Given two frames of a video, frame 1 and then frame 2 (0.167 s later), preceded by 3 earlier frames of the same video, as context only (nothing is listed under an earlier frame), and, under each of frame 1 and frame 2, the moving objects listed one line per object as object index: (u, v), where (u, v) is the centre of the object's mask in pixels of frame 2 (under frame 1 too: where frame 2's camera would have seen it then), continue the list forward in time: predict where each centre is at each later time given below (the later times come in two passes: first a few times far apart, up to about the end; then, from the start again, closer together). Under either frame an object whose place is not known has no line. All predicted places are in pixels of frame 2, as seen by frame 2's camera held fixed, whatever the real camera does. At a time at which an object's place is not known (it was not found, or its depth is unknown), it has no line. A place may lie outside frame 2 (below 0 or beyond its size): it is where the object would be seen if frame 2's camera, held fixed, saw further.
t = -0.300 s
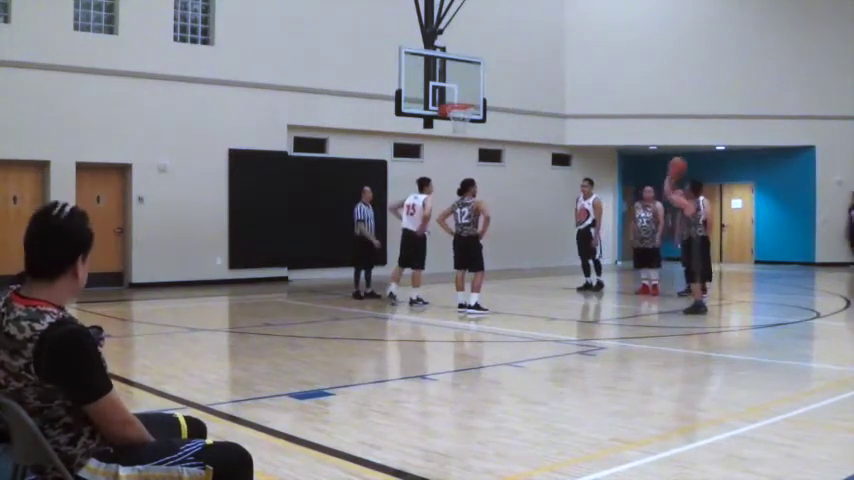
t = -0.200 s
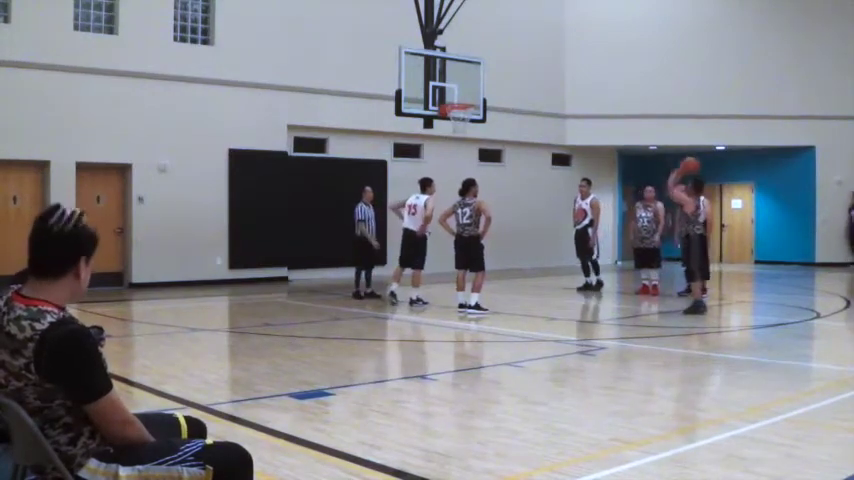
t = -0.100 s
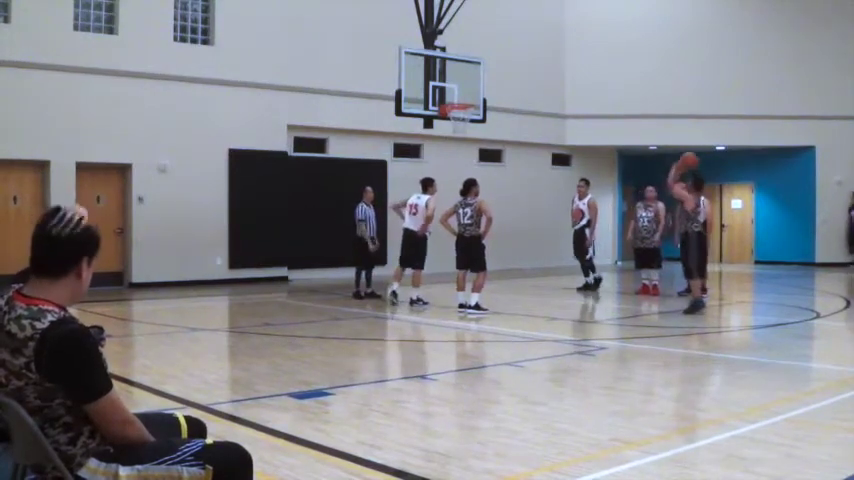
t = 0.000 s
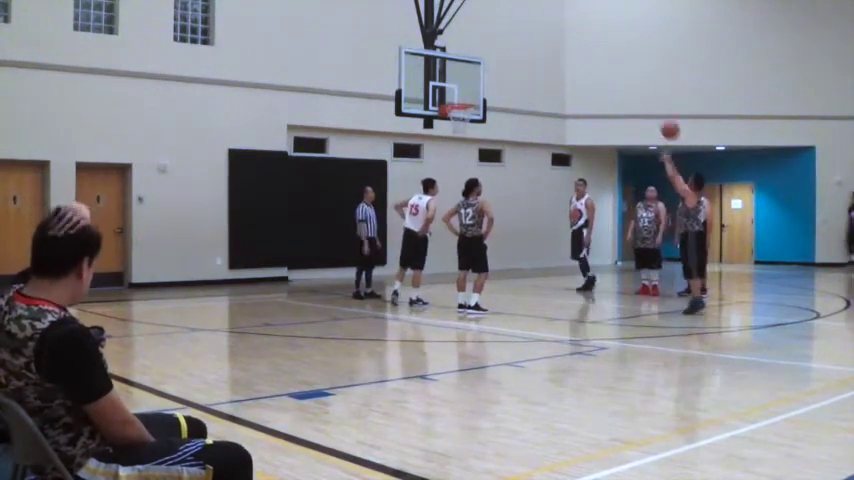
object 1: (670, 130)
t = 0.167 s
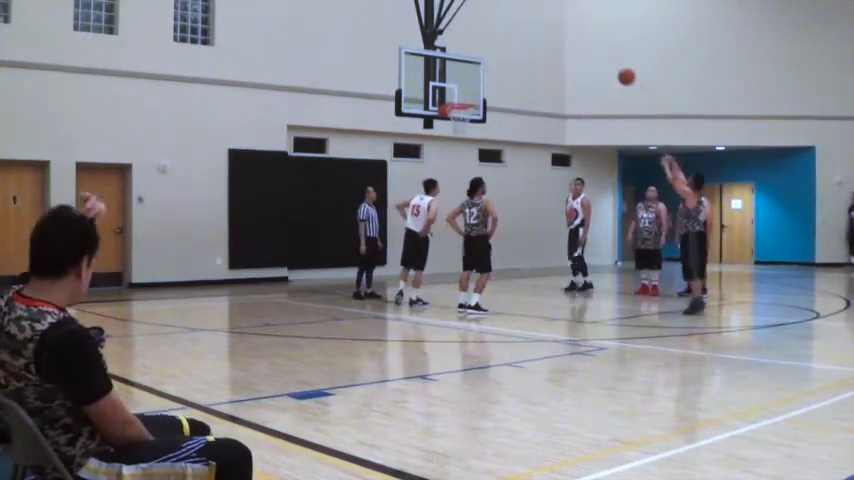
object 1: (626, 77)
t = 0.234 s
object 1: (609, 61)
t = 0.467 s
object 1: (556, 37)
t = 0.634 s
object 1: (522, 42)
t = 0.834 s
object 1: (485, 70)
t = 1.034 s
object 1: (452, 116)
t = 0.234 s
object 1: (609, 61)
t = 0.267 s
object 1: (601, 56)
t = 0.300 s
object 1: (593, 50)
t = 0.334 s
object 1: (586, 46)
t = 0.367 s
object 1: (578, 43)
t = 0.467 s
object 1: (556, 37)
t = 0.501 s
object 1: (549, 36)
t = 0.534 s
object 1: (542, 37)
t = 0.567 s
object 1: (535, 38)
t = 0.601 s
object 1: (529, 39)
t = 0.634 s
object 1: (522, 42)
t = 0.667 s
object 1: (516, 45)
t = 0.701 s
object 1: (509, 48)
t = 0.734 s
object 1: (503, 53)
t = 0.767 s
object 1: (497, 57)
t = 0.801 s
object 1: (490, 63)
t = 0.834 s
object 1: (485, 70)
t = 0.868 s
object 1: (479, 77)
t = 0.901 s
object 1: (473, 84)
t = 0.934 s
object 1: (468, 92)
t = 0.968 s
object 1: (462, 99)
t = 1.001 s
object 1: (457, 112)
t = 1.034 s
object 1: (452, 116)
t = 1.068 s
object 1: (449, 122)
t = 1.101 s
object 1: (448, 123)
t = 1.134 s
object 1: (448, 124)
